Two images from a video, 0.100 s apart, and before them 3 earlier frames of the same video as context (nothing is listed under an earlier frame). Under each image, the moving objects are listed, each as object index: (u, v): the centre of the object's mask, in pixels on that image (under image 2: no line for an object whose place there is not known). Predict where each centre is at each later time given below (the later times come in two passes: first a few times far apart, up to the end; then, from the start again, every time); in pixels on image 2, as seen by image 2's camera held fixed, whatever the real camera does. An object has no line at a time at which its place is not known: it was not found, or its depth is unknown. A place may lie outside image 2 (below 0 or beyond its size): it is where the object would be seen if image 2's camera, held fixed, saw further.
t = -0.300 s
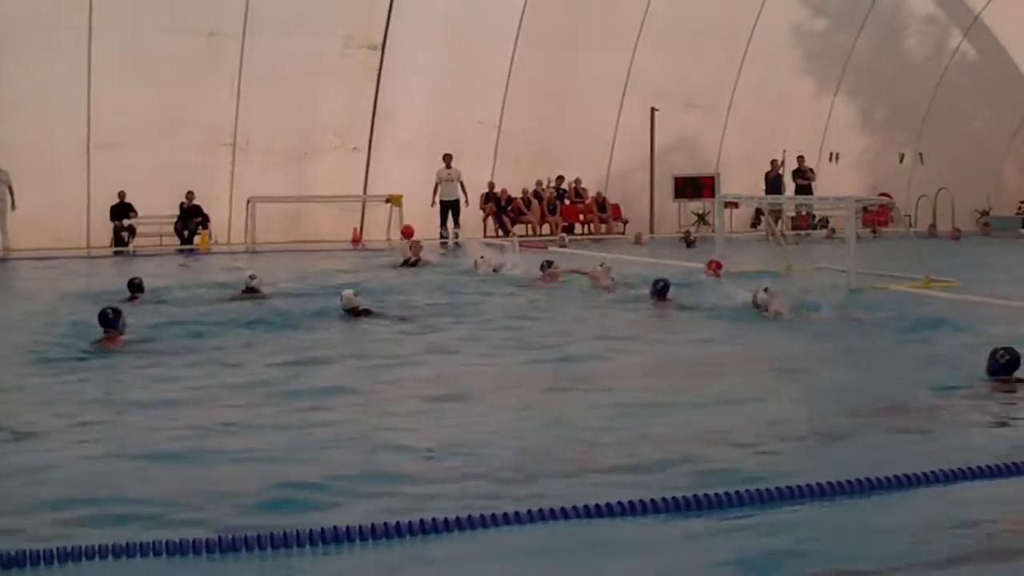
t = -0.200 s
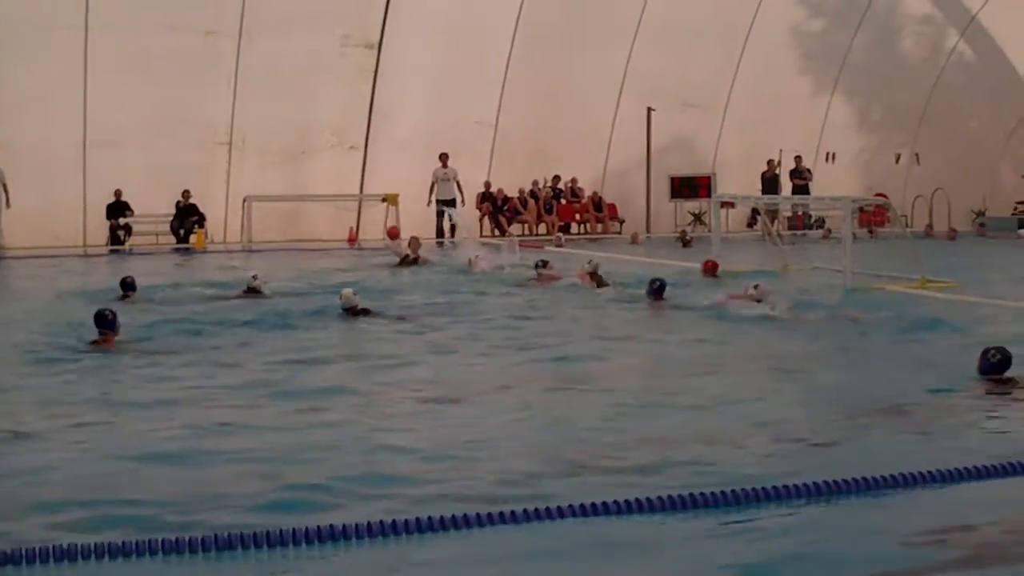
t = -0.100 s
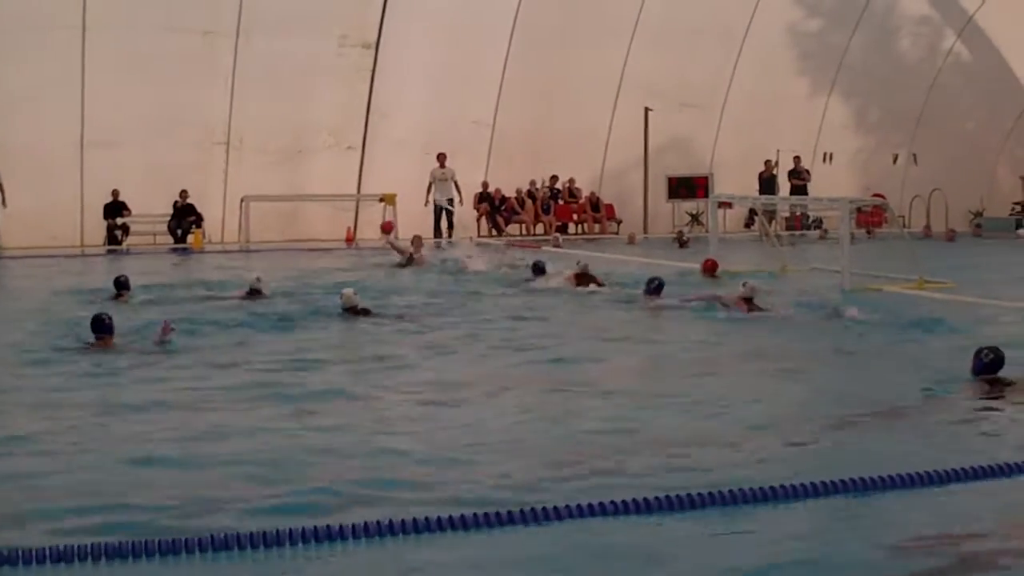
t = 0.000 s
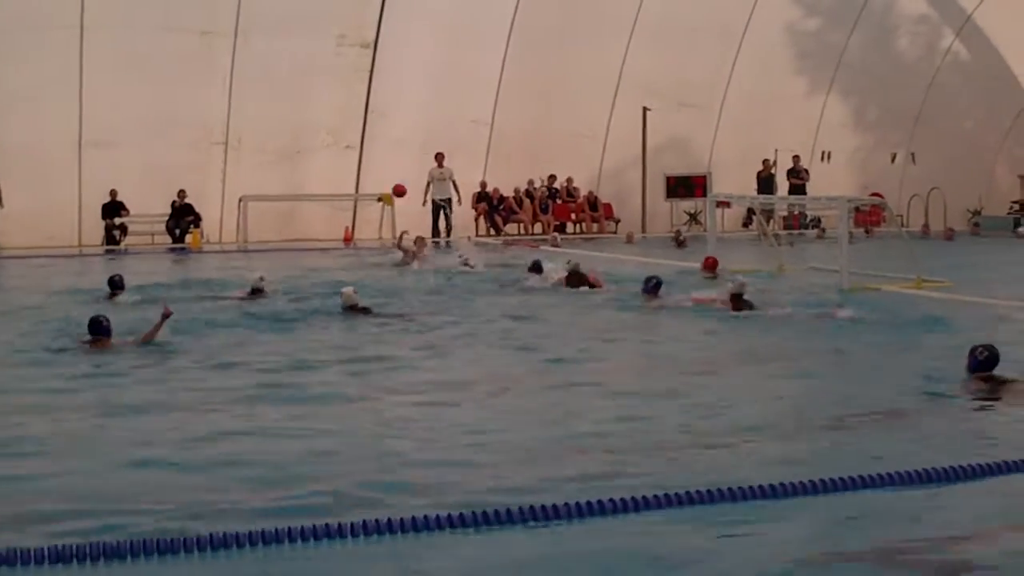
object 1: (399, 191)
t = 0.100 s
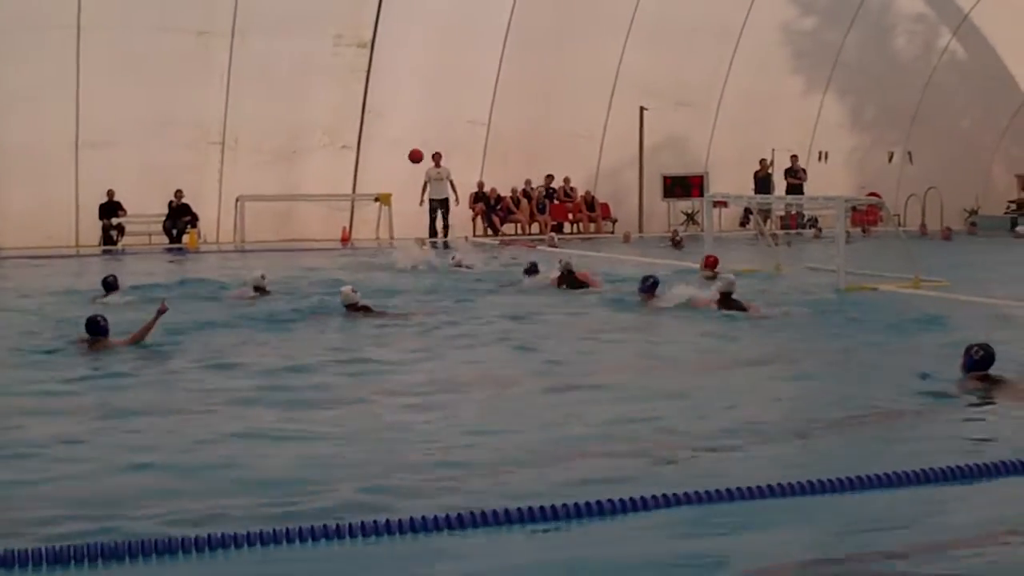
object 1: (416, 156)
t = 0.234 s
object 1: (445, 117)
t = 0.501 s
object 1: (521, 66)
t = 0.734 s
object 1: (611, 74)
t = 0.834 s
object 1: (658, 99)
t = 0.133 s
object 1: (422, 145)
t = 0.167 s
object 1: (430, 135)
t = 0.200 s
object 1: (437, 126)
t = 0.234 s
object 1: (445, 117)
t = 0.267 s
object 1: (453, 108)
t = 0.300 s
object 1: (463, 100)
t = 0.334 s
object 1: (471, 93)
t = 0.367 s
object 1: (481, 86)
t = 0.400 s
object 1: (491, 80)
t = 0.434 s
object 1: (501, 75)
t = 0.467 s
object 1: (511, 70)
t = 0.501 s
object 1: (521, 66)
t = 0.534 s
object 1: (532, 64)
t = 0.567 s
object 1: (544, 63)
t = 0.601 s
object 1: (556, 62)
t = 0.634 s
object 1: (569, 63)
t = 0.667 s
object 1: (582, 65)
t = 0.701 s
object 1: (596, 69)
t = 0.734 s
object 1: (611, 74)
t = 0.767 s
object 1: (626, 81)
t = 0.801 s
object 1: (642, 89)
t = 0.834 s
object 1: (658, 99)
